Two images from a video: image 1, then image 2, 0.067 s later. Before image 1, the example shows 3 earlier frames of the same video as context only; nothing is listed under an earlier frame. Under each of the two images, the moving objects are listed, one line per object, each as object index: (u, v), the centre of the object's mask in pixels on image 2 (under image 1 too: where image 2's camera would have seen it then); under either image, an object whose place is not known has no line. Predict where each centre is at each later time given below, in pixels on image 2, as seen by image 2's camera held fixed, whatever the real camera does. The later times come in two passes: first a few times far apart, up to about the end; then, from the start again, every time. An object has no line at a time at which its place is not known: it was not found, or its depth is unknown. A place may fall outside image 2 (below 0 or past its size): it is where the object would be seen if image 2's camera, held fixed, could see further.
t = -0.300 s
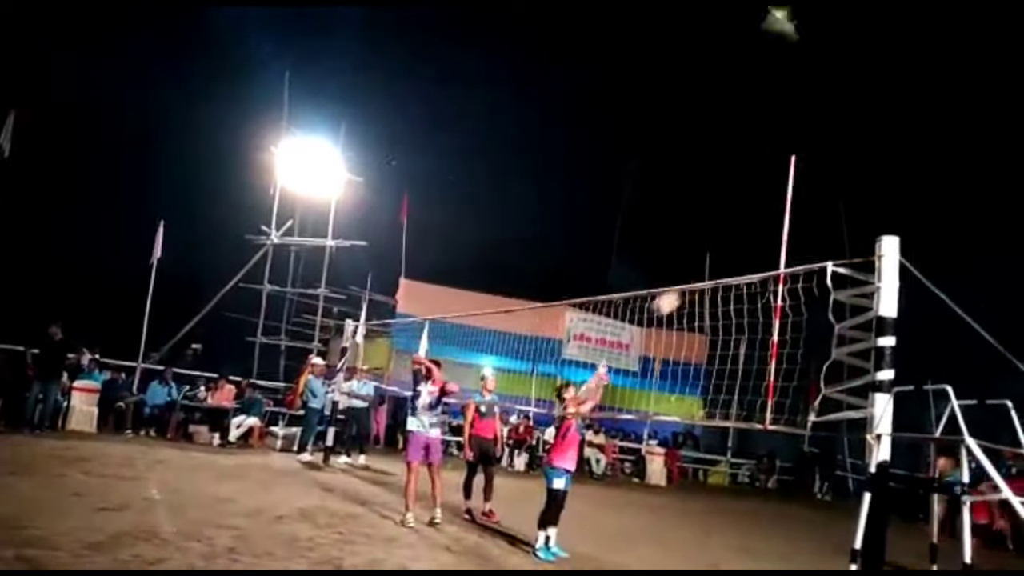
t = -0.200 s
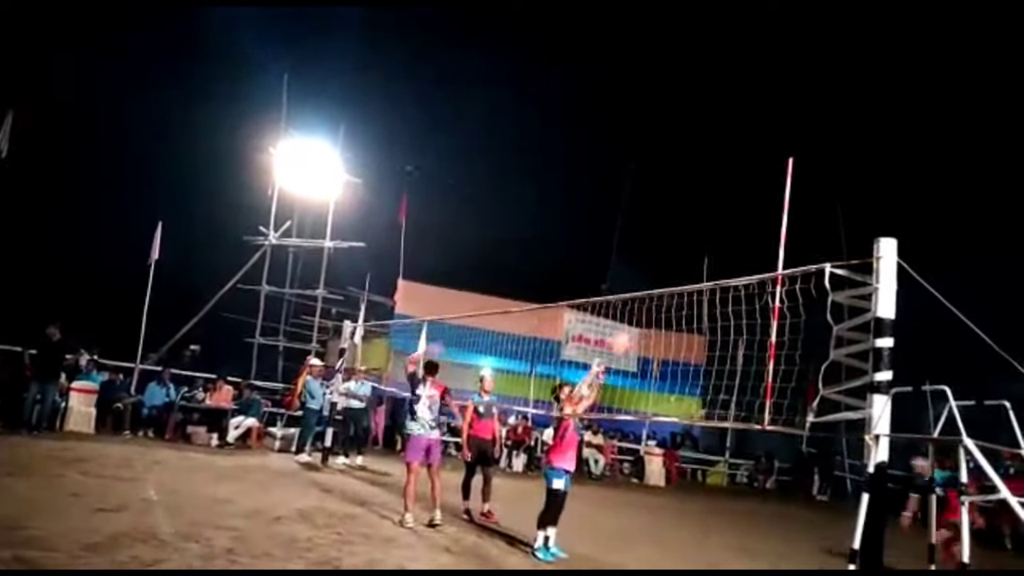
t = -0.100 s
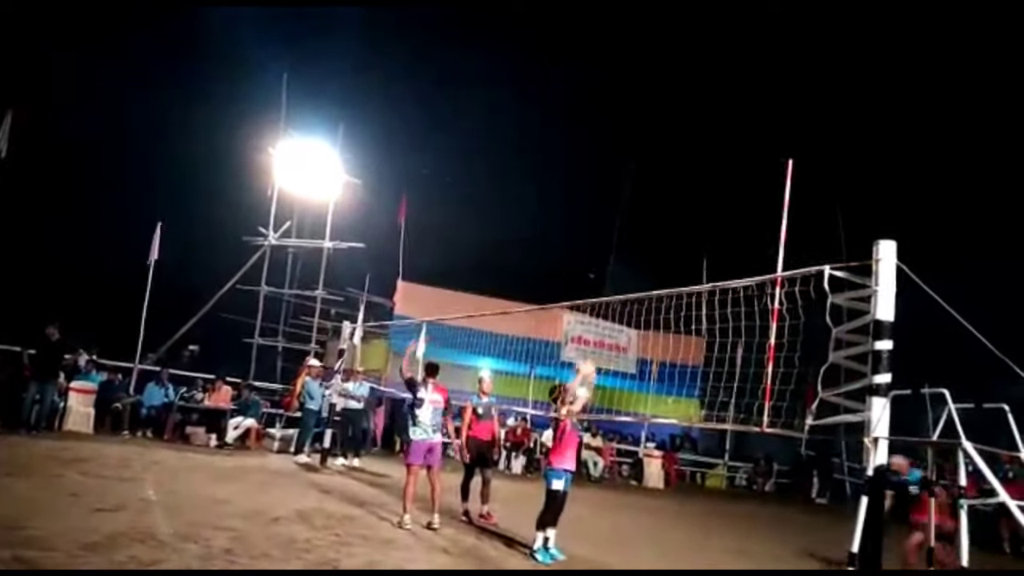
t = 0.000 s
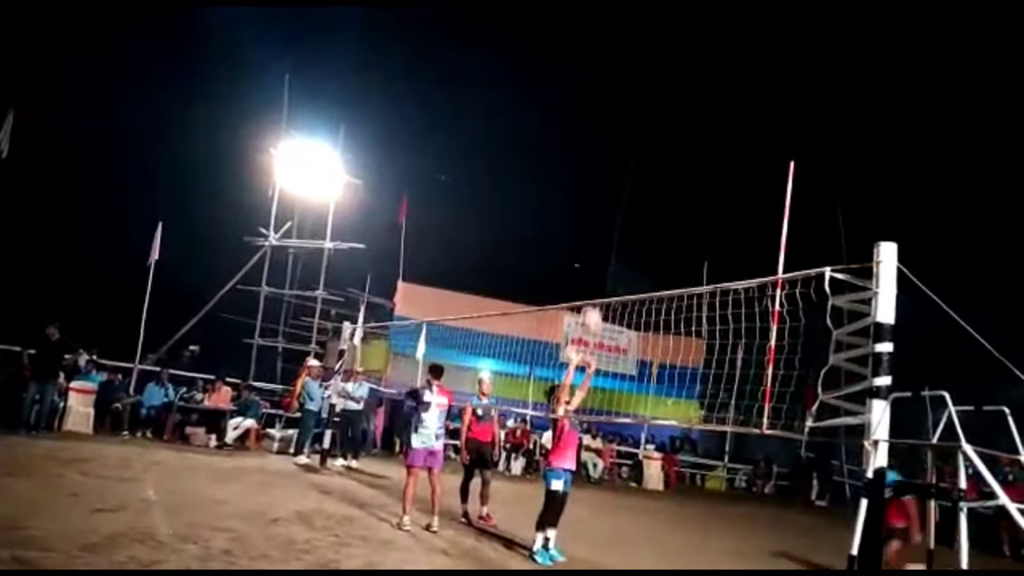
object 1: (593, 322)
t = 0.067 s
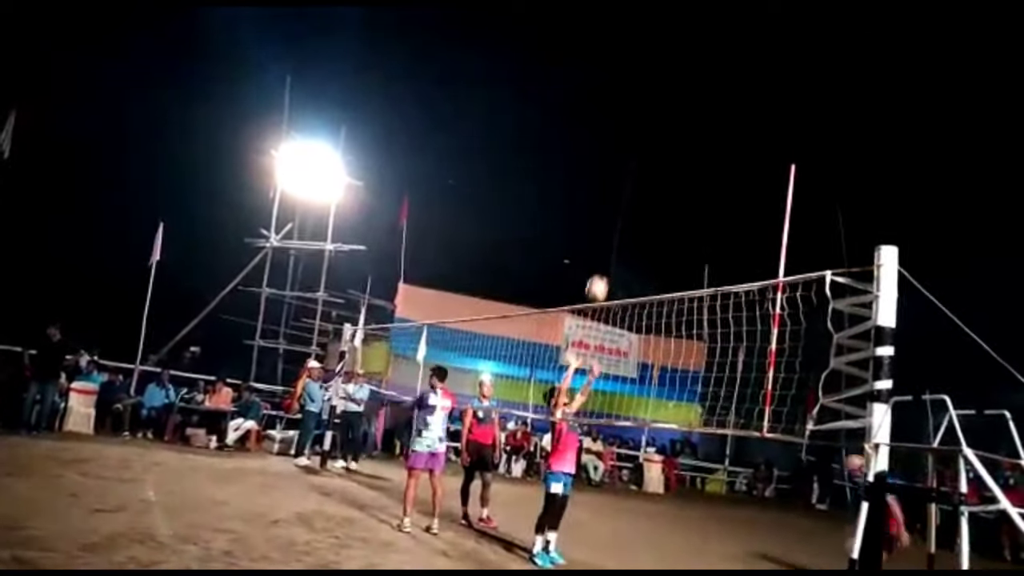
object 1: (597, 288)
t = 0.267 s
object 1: (609, 217)
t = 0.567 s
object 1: (618, 178)
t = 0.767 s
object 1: (618, 199)
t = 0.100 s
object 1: (600, 274)
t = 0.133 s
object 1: (602, 260)
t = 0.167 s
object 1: (604, 248)
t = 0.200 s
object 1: (606, 236)
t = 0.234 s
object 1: (607, 226)
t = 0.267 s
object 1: (609, 217)
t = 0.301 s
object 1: (611, 209)
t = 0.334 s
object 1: (612, 201)
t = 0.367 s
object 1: (614, 195)
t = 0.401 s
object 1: (614, 190)
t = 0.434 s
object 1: (616, 185)
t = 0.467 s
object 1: (617, 182)
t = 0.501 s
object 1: (617, 180)
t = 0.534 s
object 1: (618, 179)
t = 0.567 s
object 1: (618, 178)
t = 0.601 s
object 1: (618, 179)
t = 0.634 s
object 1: (619, 181)
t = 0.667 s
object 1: (619, 184)
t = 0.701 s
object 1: (618, 188)
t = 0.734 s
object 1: (618, 192)
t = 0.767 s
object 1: (618, 199)
